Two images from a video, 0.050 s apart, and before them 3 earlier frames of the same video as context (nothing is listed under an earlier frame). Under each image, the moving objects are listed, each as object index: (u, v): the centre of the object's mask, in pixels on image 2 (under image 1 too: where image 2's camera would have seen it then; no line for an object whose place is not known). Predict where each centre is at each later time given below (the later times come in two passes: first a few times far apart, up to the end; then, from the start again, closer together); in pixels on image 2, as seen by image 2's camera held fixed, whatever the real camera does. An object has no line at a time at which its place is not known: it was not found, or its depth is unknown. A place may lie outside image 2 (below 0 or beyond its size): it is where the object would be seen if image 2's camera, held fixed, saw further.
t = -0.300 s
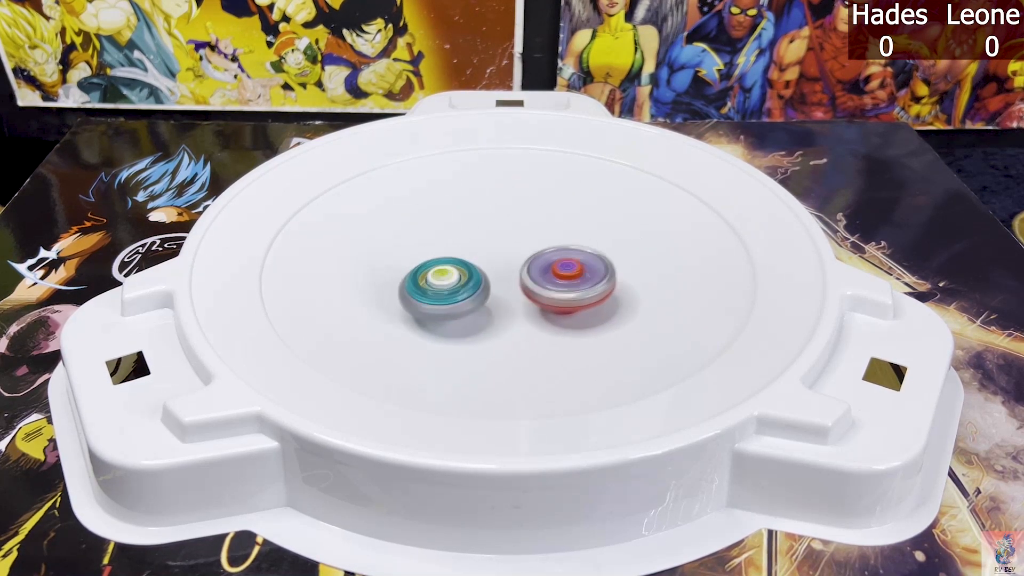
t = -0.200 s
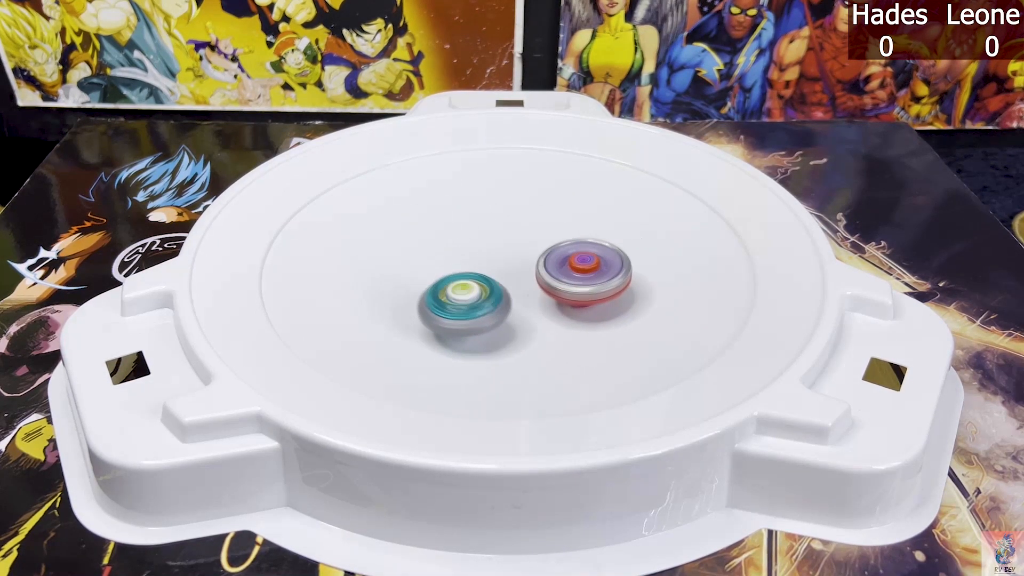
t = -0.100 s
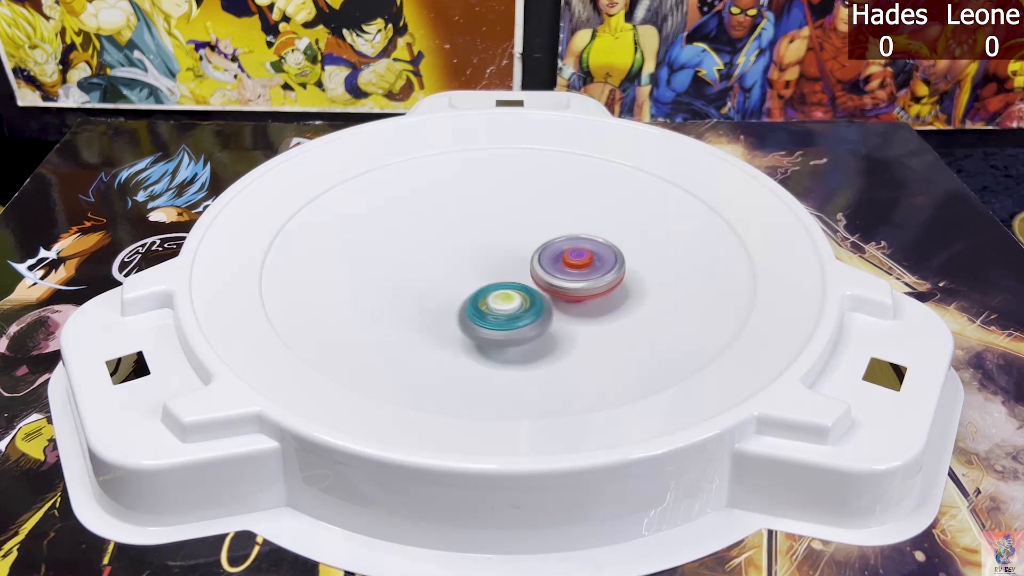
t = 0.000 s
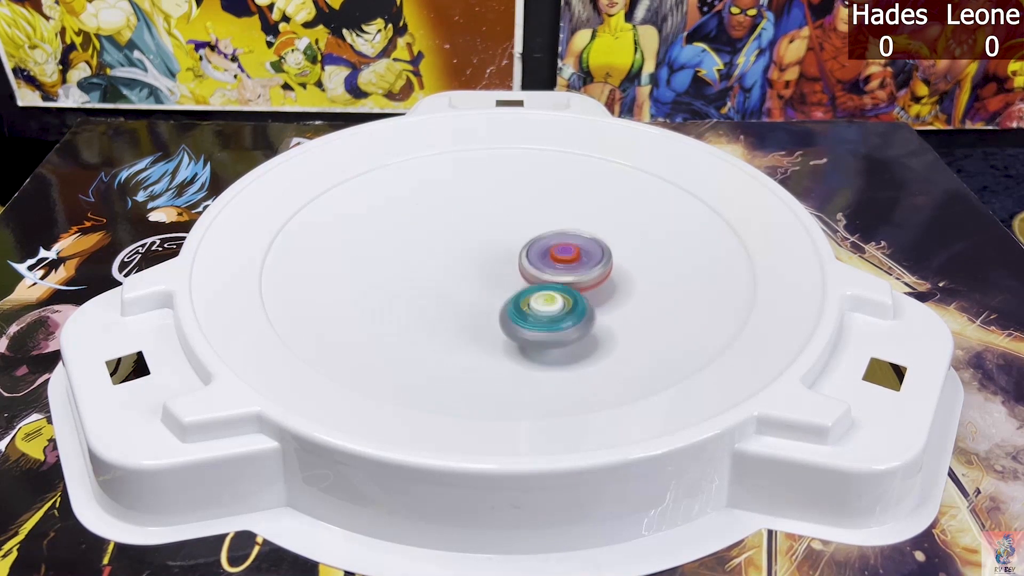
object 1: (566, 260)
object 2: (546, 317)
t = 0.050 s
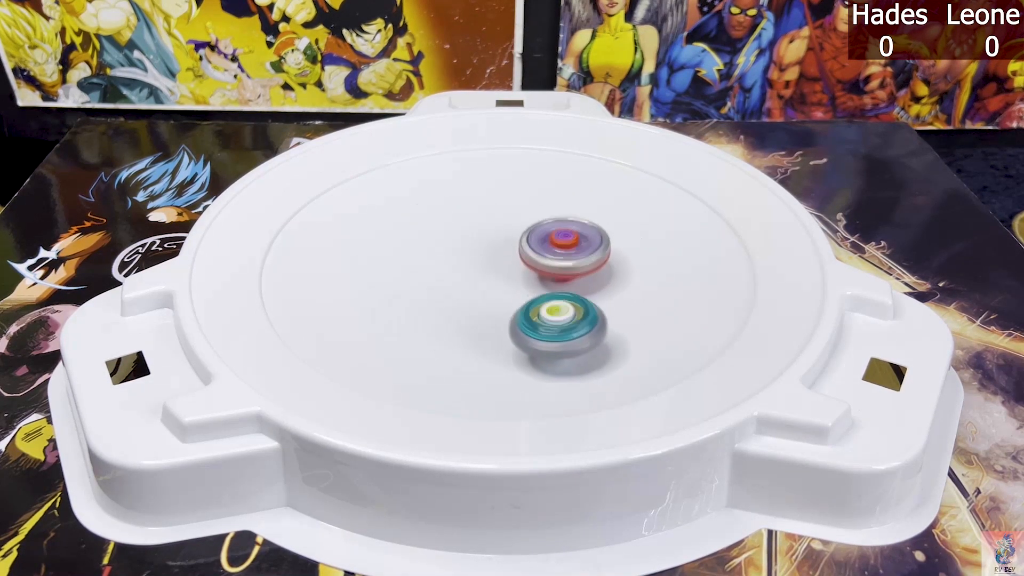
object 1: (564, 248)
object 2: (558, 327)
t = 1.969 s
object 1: (400, 259)
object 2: (607, 225)
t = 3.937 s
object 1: (583, 255)
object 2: (460, 306)
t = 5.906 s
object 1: (470, 255)
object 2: (528, 214)
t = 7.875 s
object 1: (525, 288)
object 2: (475, 240)
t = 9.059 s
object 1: (554, 270)
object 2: (463, 265)
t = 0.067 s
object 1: (563, 245)
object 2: (562, 328)
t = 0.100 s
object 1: (561, 239)
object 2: (573, 328)
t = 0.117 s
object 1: (560, 237)
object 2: (579, 328)
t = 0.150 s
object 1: (557, 234)
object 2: (591, 325)
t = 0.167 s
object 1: (555, 233)
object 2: (597, 323)
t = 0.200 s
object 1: (551, 231)
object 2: (607, 319)
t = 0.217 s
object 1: (549, 231)
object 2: (611, 316)
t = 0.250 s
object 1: (545, 230)
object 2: (618, 311)
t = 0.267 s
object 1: (542, 230)
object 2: (621, 308)
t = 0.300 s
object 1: (538, 231)
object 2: (625, 303)
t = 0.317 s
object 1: (536, 231)
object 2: (626, 300)
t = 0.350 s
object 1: (531, 232)
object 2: (627, 293)
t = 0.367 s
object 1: (529, 233)
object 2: (626, 290)
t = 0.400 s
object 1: (526, 234)
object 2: (623, 285)
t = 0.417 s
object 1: (524, 235)
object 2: (620, 282)
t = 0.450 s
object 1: (520, 236)
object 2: (613, 276)
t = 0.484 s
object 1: (517, 237)
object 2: (605, 271)
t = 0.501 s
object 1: (515, 238)
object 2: (600, 268)
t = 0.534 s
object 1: (512, 240)
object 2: (593, 264)
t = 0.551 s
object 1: (500, 236)
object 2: (600, 266)
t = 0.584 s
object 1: (480, 231)
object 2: (612, 269)
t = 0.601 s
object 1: (472, 229)
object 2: (615, 269)
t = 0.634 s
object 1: (457, 226)
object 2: (618, 270)
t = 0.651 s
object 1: (452, 225)
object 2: (618, 270)
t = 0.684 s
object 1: (443, 225)
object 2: (614, 269)
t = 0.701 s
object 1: (439, 225)
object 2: (612, 267)
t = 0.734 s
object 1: (434, 226)
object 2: (605, 264)
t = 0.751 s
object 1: (433, 227)
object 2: (601, 263)
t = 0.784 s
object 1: (432, 229)
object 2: (593, 261)
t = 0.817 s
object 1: (434, 232)
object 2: (584, 258)
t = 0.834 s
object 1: (435, 233)
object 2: (579, 258)
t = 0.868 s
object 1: (437, 236)
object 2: (570, 256)
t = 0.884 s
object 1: (438, 238)
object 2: (565, 256)
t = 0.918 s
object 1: (440, 240)
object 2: (555, 255)
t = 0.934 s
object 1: (442, 241)
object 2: (550, 254)
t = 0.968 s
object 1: (445, 243)
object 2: (540, 254)
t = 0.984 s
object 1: (446, 244)
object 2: (536, 254)
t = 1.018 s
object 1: (437, 244)
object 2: (542, 255)
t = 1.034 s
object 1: (434, 244)
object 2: (544, 255)
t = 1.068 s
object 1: (429, 245)
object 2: (545, 256)
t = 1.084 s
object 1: (428, 245)
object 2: (544, 256)
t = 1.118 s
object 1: (428, 246)
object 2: (539, 257)
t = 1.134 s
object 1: (428, 246)
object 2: (536, 257)
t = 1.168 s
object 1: (431, 247)
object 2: (530, 257)
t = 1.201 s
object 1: (433, 249)
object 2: (524, 257)
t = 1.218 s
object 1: (431, 249)
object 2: (526, 257)
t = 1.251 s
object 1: (426, 248)
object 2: (532, 258)
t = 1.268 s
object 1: (424, 248)
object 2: (533, 258)
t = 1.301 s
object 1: (424, 249)
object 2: (533, 259)
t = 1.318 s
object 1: (424, 249)
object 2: (532, 259)
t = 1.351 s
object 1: (427, 250)
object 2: (530, 259)
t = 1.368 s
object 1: (429, 250)
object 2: (528, 259)
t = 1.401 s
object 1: (432, 251)
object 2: (525, 259)
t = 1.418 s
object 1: (431, 252)
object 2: (527, 259)
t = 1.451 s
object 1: (419, 250)
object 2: (545, 260)
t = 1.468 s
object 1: (415, 249)
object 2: (553, 260)
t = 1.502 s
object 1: (410, 249)
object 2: (564, 260)
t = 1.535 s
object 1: (409, 248)
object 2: (570, 259)
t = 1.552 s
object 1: (409, 249)
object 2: (572, 259)
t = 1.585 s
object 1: (412, 249)
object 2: (572, 257)
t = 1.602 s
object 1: (413, 249)
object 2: (572, 256)
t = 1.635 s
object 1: (418, 250)
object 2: (570, 254)
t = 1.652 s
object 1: (420, 250)
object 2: (569, 253)
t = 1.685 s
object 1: (425, 251)
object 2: (566, 251)
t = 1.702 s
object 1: (427, 252)
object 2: (564, 250)
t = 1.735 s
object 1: (432, 252)
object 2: (560, 248)
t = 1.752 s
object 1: (435, 253)
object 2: (558, 247)
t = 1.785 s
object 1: (440, 253)
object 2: (553, 246)
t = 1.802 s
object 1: (443, 254)
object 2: (551, 245)
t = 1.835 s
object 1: (449, 254)
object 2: (546, 244)
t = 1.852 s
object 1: (451, 254)
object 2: (544, 243)
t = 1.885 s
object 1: (449, 256)
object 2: (548, 241)
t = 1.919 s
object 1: (425, 257)
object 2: (576, 234)
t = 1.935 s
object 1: (414, 259)
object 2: (588, 231)
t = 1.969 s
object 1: (400, 259)
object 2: (607, 225)
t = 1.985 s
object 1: (394, 260)
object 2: (613, 222)
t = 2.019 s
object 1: (388, 260)
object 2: (621, 218)
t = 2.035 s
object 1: (387, 260)
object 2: (621, 216)
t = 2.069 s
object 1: (388, 261)
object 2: (619, 213)
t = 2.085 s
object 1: (389, 261)
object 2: (616, 211)
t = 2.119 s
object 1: (394, 262)
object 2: (609, 208)
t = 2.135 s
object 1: (397, 263)
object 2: (605, 207)
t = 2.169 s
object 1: (404, 264)
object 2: (597, 204)
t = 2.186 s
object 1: (408, 264)
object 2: (593, 203)
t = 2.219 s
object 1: (415, 264)
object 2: (583, 202)
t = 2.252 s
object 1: (424, 265)
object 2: (574, 202)
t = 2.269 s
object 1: (428, 265)
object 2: (569, 202)
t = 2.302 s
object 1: (436, 266)
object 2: (558, 203)
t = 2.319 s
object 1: (440, 266)
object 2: (554, 203)
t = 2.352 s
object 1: (448, 266)
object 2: (543, 206)
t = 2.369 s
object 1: (452, 266)
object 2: (538, 207)
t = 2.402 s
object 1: (459, 267)
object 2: (529, 210)
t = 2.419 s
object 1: (463, 267)
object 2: (524, 212)
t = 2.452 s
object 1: (470, 267)
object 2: (515, 216)
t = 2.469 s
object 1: (473, 267)
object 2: (512, 217)
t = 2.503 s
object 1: (476, 271)
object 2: (507, 217)
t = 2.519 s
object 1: (471, 279)
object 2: (509, 210)
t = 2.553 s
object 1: (465, 292)
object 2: (514, 198)
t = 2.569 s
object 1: (463, 298)
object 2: (516, 193)
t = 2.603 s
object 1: (460, 308)
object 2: (516, 187)
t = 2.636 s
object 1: (460, 314)
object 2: (512, 185)
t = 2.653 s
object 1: (461, 315)
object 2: (508, 185)
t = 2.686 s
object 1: (464, 317)
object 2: (500, 186)
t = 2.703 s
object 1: (465, 317)
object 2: (496, 187)
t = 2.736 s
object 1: (470, 316)
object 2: (487, 190)
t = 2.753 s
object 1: (473, 315)
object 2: (483, 192)
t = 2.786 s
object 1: (479, 313)
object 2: (475, 196)
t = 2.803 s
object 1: (481, 311)
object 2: (471, 198)
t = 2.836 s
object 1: (487, 309)
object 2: (465, 204)
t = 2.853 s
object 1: (490, 308)
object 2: (462, 207)
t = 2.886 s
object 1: (496, 305)
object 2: (457, 213)
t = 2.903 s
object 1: (499, 304)
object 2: (454, 216)
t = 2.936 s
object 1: (503, 302)
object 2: (451, 223)
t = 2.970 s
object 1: (508, 299)
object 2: (448, 230)
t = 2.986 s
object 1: (510, 298)
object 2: (447, 232)
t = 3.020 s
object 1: (514, 296)
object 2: (446, 239)
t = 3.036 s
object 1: (515, 295)
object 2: (446, 243)
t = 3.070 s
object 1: (518, 292)
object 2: (447, 249)
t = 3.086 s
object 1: (519, 291)
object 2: (448, 252)
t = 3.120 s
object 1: (521, 289)
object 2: (449, 257)
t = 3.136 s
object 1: (527, 291)
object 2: (447, 257)
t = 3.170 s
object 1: (541, 294)
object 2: (437, 253)
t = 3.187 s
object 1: (547, 295)
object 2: (434, 253)
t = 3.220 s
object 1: (556, 295)
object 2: (432, 254)
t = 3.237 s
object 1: (559, 295)
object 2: (431, 256)
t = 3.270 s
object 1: (562, 294)
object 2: (431, 260)
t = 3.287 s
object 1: (563, 293)
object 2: (432, 262)
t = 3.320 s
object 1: (564, 291)
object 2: (434, 267)
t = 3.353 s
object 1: (565, 289)
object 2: (437, 271)
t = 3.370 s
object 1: (565, 288)
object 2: (439, 273)
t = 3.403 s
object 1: (564, 286)
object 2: (443, 277)
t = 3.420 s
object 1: (563, 285)
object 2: (446, 279)
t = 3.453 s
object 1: (562, 283)
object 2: (451, 283)
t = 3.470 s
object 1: (562, 282)
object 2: (454, 284)
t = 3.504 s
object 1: (560, 281)
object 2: (460, 287)
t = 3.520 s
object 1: (559, 280)
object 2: (463, 288)
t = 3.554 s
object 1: (564, 278)
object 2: (461, 290)
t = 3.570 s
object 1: (565, 277)
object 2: (462, 290)
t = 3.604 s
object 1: (567, 276)
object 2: (465, 292)
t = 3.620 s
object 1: (567, 275)
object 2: (467, 293)
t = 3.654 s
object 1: (566, 273)
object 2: (472, 294)
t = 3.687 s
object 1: (567, 271)
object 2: (473, 295)
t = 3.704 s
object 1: (574, 269)
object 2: (464, 297)
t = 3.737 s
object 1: (584, 264)
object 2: (452, 299)
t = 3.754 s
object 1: (588, 262)
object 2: (449, 300)
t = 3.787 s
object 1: (592, 259)
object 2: (447, 301)
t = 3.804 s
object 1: (593, 258)
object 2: (447, 302)
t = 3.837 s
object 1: (593, 257)
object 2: (449, 304)
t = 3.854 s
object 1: (592, 256)
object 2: (451, 304)
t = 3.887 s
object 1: (589, 256)
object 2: (454, 306)
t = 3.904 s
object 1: (587, 255)
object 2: (456, 306)
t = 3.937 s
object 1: (583, 255)
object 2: (460, 306)
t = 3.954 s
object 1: (581, 254)
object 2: (462, 306)
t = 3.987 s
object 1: (576, 254)
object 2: (466, 306)
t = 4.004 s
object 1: (573, 254)
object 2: (468, 306)
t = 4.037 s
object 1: (568, 254)
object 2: (473, 305)
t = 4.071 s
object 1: (562, 253)
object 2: (478, 303)
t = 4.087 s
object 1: (560, 253)
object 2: (480, 303)
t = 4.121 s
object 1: (555, 253)
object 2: (485, 300)
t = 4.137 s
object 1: (552, 253)
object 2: (487, 299)
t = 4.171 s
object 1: (548, 252)
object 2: (492, 296)
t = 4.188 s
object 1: (552, 248)
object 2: (482, 301)
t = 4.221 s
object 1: (573, 229)
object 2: (449, 314)
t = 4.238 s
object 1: (582, 220)
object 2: (435, 318)
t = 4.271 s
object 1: (595, 205)
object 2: (408, 325)
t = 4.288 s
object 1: (600, 199)
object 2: (399, 328)
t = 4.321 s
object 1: (606, 190)
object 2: (387, 331)
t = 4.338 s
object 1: (607, 187)
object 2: (384, 332)
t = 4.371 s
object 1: (607, 183)
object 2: (385, 335)
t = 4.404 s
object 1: (603, 182)
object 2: (392, 337)
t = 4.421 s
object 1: (601, 182)
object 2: (397, 339)
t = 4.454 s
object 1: (595, 184)
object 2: (407, 341)
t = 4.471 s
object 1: (591, 185)
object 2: (413, 342)
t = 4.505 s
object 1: (584, 187)
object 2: (424, 342)
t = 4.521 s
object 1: (580, 189)
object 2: (430, 342)
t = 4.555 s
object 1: (572, 192)
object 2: (441, 342)
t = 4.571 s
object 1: (568, 194)
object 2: (447, 341)
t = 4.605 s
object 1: (560, 198)
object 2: (458, 339)
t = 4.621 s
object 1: (556, 200)
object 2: (464, 337)
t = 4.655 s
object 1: (549, 204)
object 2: (474, 333)
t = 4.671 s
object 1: (545, 206)
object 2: (479, 331)
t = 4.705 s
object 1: (539, 210)
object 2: (489, 326)
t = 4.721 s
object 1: (536, 212)
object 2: (493, 324)
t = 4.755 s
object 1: (531, 216)
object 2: (501, 318)
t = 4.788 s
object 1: (526, 219)
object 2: (508, 311)
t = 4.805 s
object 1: (525, 221)
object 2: (511, 308)
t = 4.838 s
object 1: (521, 224)
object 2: (516, 300)
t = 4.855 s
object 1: (519, 226)
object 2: (519, 297)
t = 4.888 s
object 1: (516, 228)
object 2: (523, 289)
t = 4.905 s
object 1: (514, 229)
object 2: (524, 285)
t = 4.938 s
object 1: (511, 222)
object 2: (526, 293)
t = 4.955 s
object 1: (509, 216)
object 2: (527, 297)
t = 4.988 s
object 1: (508, 207)
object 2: (529, 304)
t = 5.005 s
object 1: (507, 204)
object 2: (530, 306)
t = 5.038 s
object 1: (506, 201)
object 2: (532, 307)
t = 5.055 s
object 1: (505, 200)
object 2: (534, 307)
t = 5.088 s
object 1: (504, 200)
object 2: (537, 303)
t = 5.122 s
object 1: (503, 203)
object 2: (543, 298)
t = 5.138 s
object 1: (502, 204)
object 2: (545, 296)
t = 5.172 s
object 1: (500, 207)
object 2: (551, 290)
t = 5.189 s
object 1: (499, 208)
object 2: (553, 287)
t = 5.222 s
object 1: (497, 212)
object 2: (556, 281)
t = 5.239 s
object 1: (496, 213)
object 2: (558, 278)
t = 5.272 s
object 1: (494, 217)
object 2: (560, 272)
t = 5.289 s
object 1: (493, 219)
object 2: (560, 269)
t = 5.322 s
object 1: (492, 222)
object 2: (561, 262)
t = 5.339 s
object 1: (491, 223)
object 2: (561, 259)
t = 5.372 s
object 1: (485, 224)
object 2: (567, 256)
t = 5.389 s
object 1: (482, 223)
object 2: (569, 254)
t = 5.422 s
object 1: (478, 224)
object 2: (572, 250)
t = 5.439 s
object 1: (476, 225)
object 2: (572, 248)
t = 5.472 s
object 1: (474, 226)
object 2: (571, 244)
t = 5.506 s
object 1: (473, 228)
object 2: (569, 239)
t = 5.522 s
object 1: (473, 230)
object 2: (568, 237)
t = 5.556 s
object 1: (473, 232)
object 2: (565, 233)
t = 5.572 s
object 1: (472, 233)
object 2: (563, 232)
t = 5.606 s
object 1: (473, 236)
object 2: (559, 228)
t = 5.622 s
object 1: (471, 237)
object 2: (559, 227)
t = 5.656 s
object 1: (467, 240)
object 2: (558, 224)
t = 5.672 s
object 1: (466, 241)
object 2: (557, 221)
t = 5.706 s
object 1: (464, 243)
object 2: (554, 219)
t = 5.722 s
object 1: (464, 244)
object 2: (552, 218)
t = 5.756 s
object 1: (464, 246)
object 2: (548, 216)
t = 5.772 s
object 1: (464, 247)
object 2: (546, 215)
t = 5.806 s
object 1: (465, 250)
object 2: (541, 214)
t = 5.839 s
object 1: (466, 252)
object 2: (537, 214)
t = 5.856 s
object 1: (467, 253)
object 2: (535, 214)
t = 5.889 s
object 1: (469, 254)
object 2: (530, 214)
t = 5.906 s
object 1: (470, 255)
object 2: (528, 214)
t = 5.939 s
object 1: (471, 257)
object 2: (525, 215)
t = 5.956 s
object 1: (472, 258)
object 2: (523, 215)
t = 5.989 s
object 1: (473, 260)
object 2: (520, 215)
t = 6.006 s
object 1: (473, 261)
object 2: (518, 216)
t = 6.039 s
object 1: (473, 263)
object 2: (515, 217)
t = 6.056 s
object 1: (473, 264)
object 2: (513, 217)
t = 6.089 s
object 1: (473, 265)
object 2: (510, 219)
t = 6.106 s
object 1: (472, 267)
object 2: (509, 219)
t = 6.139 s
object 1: (471, 270)
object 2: (507, 220)
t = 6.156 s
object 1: (470, 271)
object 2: (505, 221)
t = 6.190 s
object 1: (470, 272)
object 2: (503, 222)
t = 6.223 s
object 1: (471, 273)
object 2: (501, 224)
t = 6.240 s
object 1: (471, 273)
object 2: (500, 225)
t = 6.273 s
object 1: (464, 283)
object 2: (505, 217)
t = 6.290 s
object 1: (459, 290)
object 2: (510, 211)
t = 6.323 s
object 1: (451, 300)
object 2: (517, 200)
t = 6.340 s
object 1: (449, 304)
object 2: (519, 198)
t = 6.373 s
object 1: (446, 309)
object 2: (521, 193)
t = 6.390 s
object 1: (446, 311)
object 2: (520, 193)
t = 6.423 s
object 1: (446, 312)
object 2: (517, 193)
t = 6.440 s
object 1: (448, 313)
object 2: (515, 193)
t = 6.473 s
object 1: (451, 312)
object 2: (511, 193)
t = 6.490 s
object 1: (453, 312)
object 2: (509, 193)
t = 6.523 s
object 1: (457, 311)
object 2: (505, 194)
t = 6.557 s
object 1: (460, 310)
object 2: (501, 196)
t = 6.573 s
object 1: (462, 309)
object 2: (499, 197)
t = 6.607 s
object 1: (466, 308)
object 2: (496, 200)
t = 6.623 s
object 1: (468, 307)
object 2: (494, 201)
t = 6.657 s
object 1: (471, 305)
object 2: (491, 205)
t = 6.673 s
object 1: (473, 305)
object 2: (490, 207)
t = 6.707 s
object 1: (476, 302)
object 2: (488, 211)
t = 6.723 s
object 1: (477, 302)
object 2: (487, 213)
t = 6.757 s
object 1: (479, 300)
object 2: (486, 218)
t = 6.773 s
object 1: (480, 299)
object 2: (485, 220)
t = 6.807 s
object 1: (482, 297)
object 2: (485, 225)
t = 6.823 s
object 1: (484, 296)
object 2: (485, 228)
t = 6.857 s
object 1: (486, 294)
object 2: (484, 233)
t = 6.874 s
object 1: (487, 292)
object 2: (485, 235)
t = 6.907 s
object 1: (489, 291)
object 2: (486, 239)
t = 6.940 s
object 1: (490, 294)
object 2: (489, 237)
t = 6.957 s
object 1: (490, 296)
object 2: (491, 237)
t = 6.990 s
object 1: (491, 297)
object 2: (493, 237)
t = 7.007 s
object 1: (491, 298)
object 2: (495, 238)
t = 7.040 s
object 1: (493, 298)
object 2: (496, 239)
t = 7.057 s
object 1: (493, 297)
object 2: (497, 240)
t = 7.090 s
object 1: (495, 296)
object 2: (497, 242)
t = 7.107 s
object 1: (496, 295)
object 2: (498, 243)
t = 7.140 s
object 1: (496, 301)
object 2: (501, 240)
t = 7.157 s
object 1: (496, 304)
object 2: (503, 235)
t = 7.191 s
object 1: (496, 309)
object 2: (507, 229)
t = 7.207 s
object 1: (496, 311)
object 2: (510, 226)
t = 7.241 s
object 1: (497, 312)
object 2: (512, 225)
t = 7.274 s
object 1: (498, 312)
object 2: (512, 225)
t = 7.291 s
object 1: (498, 311)
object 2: (511, 225)
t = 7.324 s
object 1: (499, 309)
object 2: (508, 226)
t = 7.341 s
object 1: (500, 308)
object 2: (507, 227)
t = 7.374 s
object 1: (502, 305)
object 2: (505, 228)
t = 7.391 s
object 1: (503, 304)
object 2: (504, 229)
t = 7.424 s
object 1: (505, 301)
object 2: (501, 231)
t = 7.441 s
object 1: (506, 299)
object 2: (500, 232)
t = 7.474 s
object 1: (508, 296)
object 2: (499, 234)
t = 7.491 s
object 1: (509, 295)
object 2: (498, 235)
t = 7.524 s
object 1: (512, 292)
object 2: (496, 237)
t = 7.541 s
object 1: (513, 290)
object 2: (495, 237)
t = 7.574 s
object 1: (515, 288)
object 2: (493, 237)
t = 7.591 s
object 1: (517, 289)
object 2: (492, 237)
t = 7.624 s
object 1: (518, 289)
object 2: (490, 237)
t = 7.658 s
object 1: (519, 288)
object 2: (489, 238)
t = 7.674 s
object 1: (519, 287)
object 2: (487, 239)
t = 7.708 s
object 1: (521, 289)
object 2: (485, 239)
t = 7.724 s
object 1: (522, 291)
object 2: (484, 237)
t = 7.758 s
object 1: (524, 292)
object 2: (482, 237)
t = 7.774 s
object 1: (524, 292)
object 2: (481, 238)
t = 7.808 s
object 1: (525, 291)
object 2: (479, 238)
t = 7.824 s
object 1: (525, 291)
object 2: (478, 239)
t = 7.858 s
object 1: (524, 289)
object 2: (476, 240)
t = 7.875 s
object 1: (525, 288)
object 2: (475, 240)
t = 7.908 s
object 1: (525, 286)
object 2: (473, 241)
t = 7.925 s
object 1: (525, 285)
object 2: (472, 242)
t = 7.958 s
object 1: (528, 284)
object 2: (470, 242)
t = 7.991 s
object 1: (532, 285)
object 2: (467, 241)
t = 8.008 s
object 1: (533, 285)
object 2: (466, 242)
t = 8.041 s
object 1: (535, 284)
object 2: (464, 242)
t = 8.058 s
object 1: (535, 284)
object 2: (464, 243)
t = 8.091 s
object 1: (535, 283)
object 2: (462, 244)
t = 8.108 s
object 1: (535, 283)
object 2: (462, 244)
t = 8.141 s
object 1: (535, 281)
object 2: (461, 246)
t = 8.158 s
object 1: (535, 280)
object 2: (460, 247)
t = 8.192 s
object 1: (535, 279)
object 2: (459, 248)
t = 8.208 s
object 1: (535, 278)
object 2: (459, 249)
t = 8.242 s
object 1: (536, 277)
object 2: (458, 250)
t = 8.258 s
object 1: (537, 276)
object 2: (457, 250)
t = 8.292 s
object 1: (539, 276)
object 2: (457, 252)
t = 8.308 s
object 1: (539, 275)
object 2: (457, 253)
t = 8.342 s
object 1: (543, 276)
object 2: (455, 253)
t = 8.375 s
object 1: (549, 277)
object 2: (452, 252)
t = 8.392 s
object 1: (551, 277)
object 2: (452, 253)
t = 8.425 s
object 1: (552, 277)
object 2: (451, 253)
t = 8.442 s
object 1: (553, 277)
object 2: (452, 254)
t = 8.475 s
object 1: (553, 276)
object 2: (452, 255)
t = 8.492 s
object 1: (552, 276)
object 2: (452, 256)
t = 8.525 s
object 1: (551, 275)
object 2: (453, 257)
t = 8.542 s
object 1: (551, 275)
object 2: (454, 257)
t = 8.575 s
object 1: (550, 274)
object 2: (455, 259)
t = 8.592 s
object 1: (550, 273)
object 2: (456, 260)
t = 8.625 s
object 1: (548, 272)
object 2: (459, 261)
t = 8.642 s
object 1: (553, 273)
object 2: (454, 260)
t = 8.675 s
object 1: (564, 273)
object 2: (444, 257)
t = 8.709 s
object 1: (571, 274)
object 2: (440, 256)
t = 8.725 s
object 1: (573, 274)
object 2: (439, 256)
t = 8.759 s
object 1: (574, 274)
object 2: (439, 257)
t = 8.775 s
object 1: (575, 274)
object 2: (440, 257)
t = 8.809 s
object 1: (573, 274)
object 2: (440, 258)
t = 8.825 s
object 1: (572, 274)
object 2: (441, 259)
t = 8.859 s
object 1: (570, 274)
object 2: (442, 259)
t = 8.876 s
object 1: (569, 274)
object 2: (443, 260)
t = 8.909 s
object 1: (567, 273)
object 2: (445, 261)
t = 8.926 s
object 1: (566, 273)
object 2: (447, 262)
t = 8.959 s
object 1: (563, 272)
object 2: (450, 263)
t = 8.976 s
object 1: (562, 271)
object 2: (452, 263)
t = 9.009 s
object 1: (559, 271)
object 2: (456, 264)
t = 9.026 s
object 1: (557, 271)
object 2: (458, 265)
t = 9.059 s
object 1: (554, 270)
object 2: (463, 265)
